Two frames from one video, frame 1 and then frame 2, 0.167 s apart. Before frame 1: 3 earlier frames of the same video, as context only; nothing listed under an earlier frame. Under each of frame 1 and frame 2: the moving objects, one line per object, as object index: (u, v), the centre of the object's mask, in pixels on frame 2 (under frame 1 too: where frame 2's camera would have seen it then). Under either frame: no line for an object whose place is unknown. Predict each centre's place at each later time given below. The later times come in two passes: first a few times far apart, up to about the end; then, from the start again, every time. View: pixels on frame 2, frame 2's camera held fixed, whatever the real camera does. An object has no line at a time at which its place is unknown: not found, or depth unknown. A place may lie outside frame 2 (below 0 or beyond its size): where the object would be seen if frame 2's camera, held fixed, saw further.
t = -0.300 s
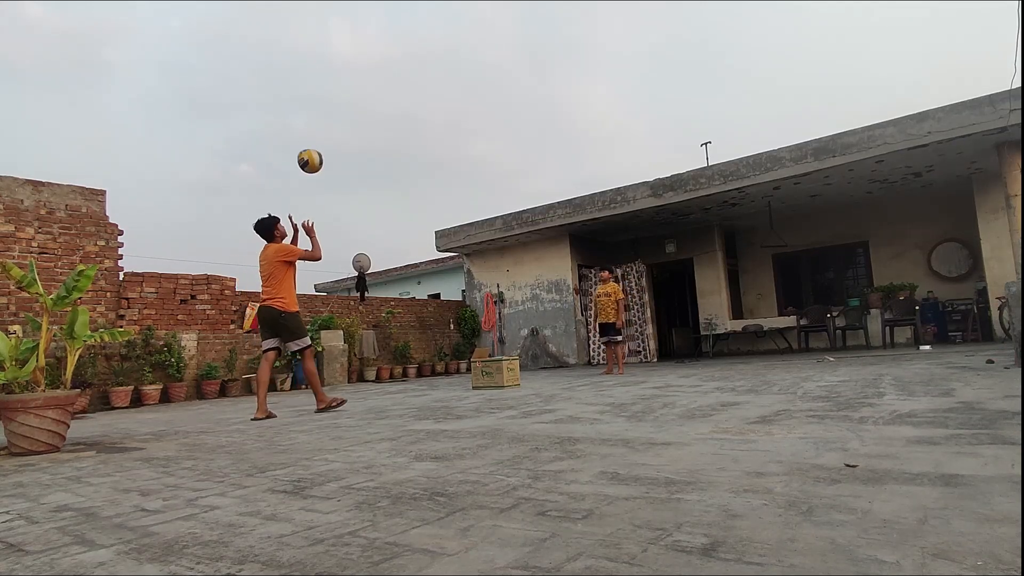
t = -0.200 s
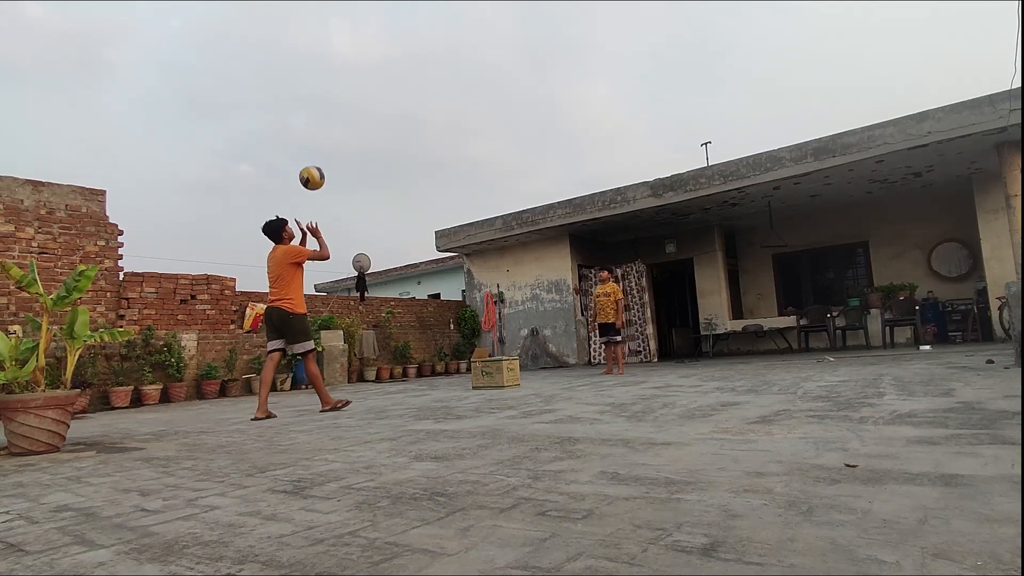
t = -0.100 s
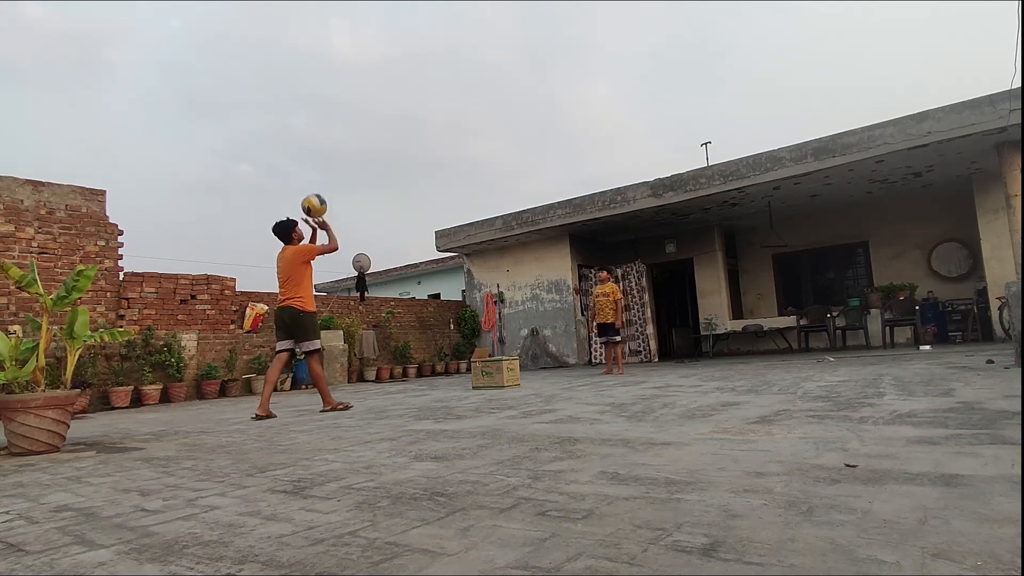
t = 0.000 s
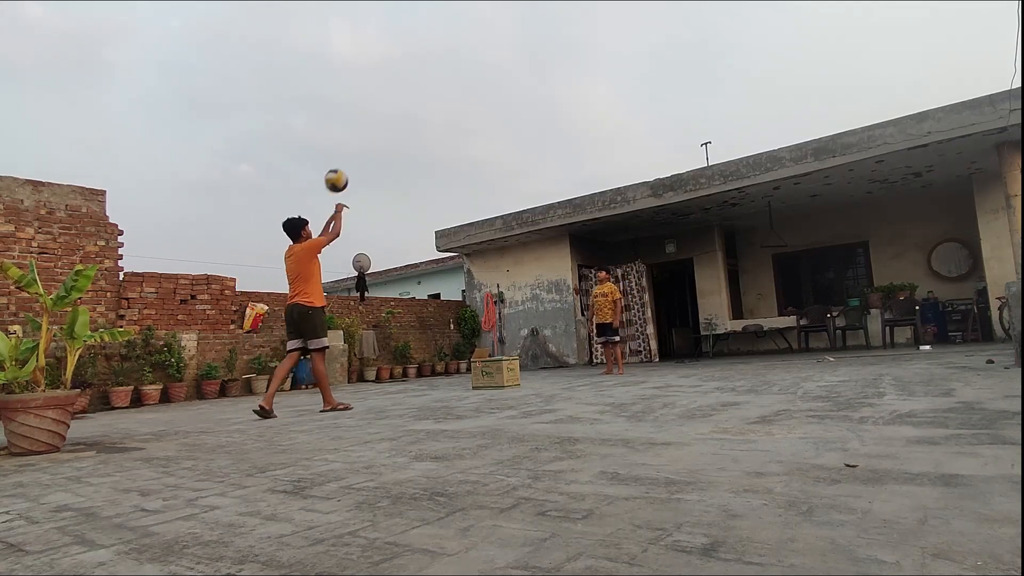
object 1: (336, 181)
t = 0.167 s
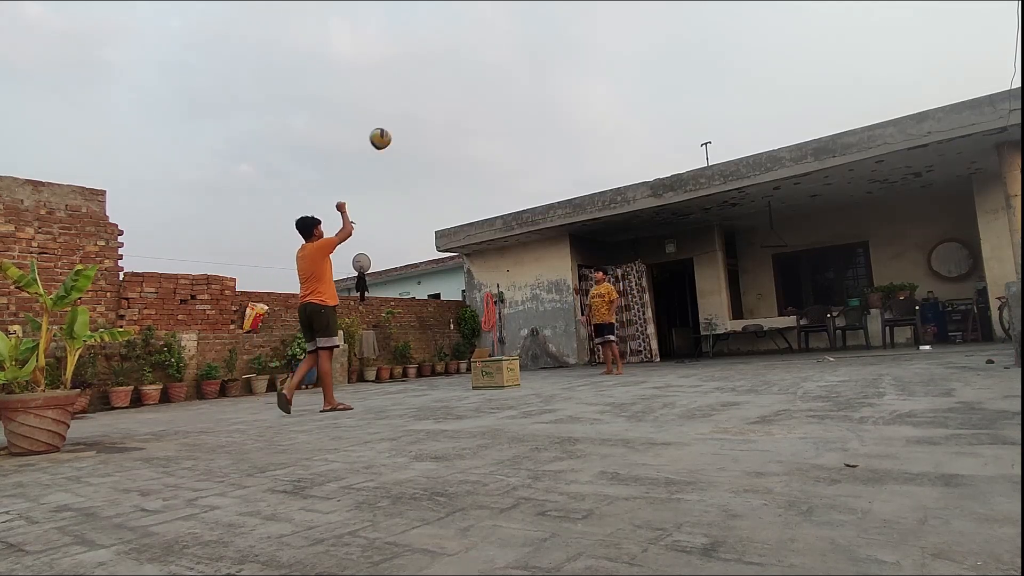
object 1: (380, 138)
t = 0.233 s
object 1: (396, 131)
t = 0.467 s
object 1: (445, 136)
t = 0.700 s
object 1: (486, 181)
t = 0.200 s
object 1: (388, 134)
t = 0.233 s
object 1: (396, 131)
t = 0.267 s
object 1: (403, 129)
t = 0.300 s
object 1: (411, 128)
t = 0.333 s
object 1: (418, 128)
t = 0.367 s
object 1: (425, 129)
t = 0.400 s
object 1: (432, 131)
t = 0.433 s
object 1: (439, 133)
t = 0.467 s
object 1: (445, 136)
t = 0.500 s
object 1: (451, 140)
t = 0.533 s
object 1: (457, 145)
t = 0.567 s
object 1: (463, 151)
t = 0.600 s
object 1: (469, 157)
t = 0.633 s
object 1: (475, 165)
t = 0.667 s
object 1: (480, 172)
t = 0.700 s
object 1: (486, 181)
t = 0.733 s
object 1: (491, 190)
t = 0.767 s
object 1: (497, 200)
